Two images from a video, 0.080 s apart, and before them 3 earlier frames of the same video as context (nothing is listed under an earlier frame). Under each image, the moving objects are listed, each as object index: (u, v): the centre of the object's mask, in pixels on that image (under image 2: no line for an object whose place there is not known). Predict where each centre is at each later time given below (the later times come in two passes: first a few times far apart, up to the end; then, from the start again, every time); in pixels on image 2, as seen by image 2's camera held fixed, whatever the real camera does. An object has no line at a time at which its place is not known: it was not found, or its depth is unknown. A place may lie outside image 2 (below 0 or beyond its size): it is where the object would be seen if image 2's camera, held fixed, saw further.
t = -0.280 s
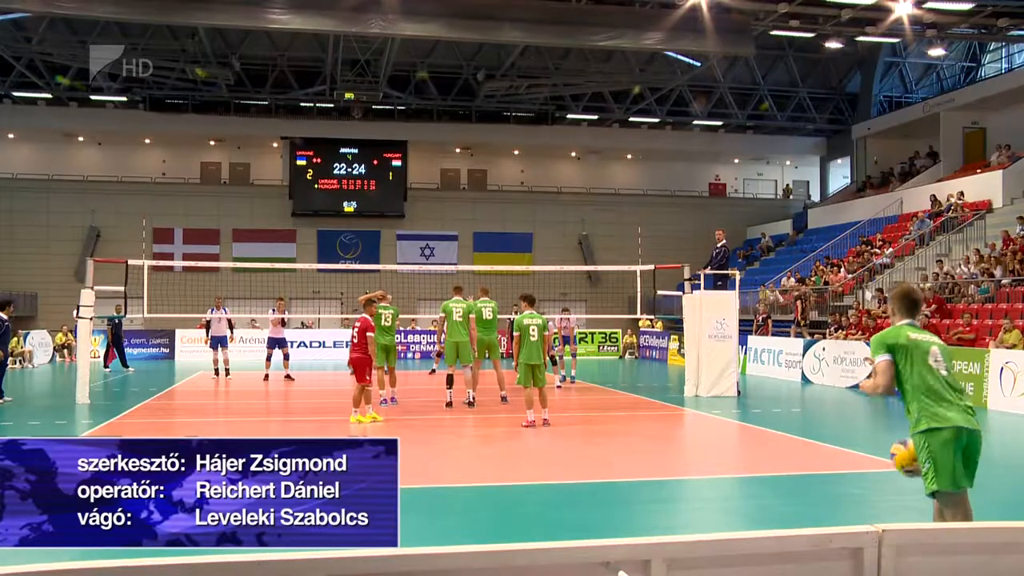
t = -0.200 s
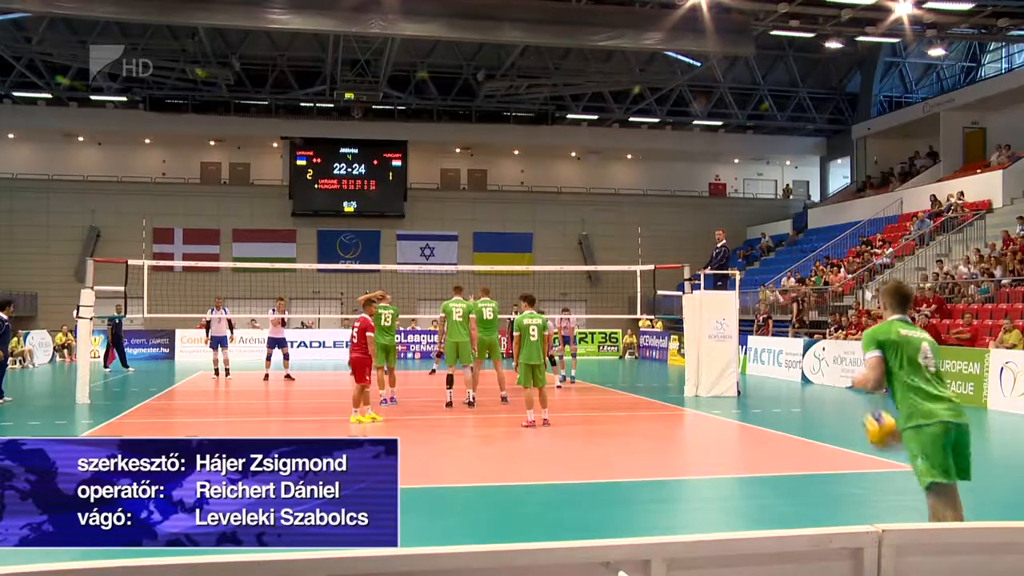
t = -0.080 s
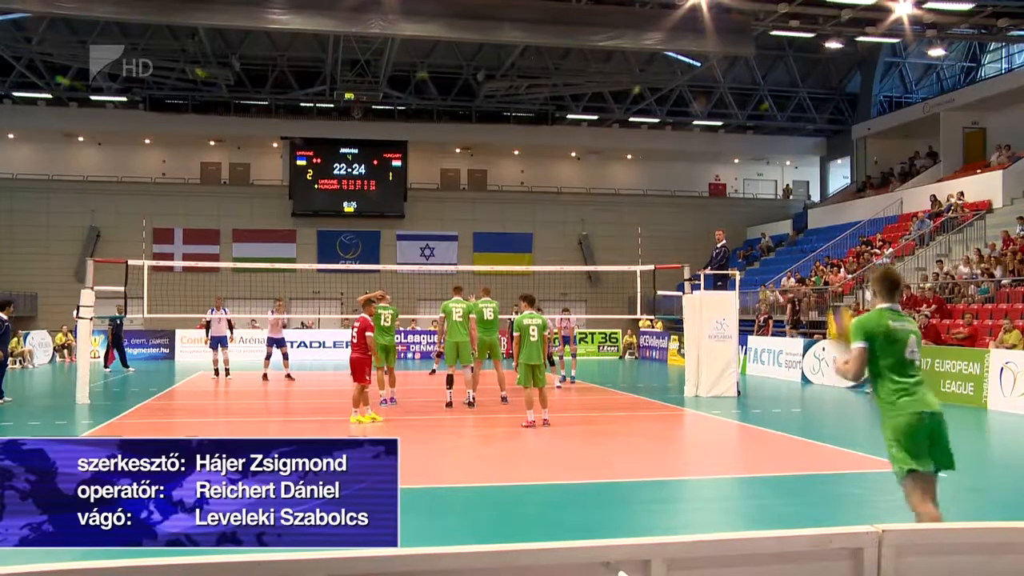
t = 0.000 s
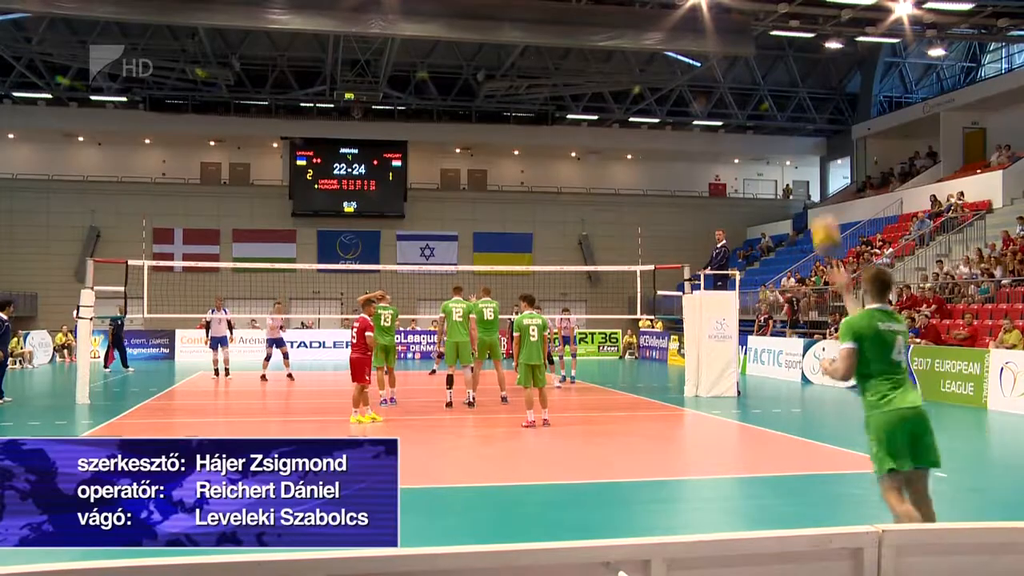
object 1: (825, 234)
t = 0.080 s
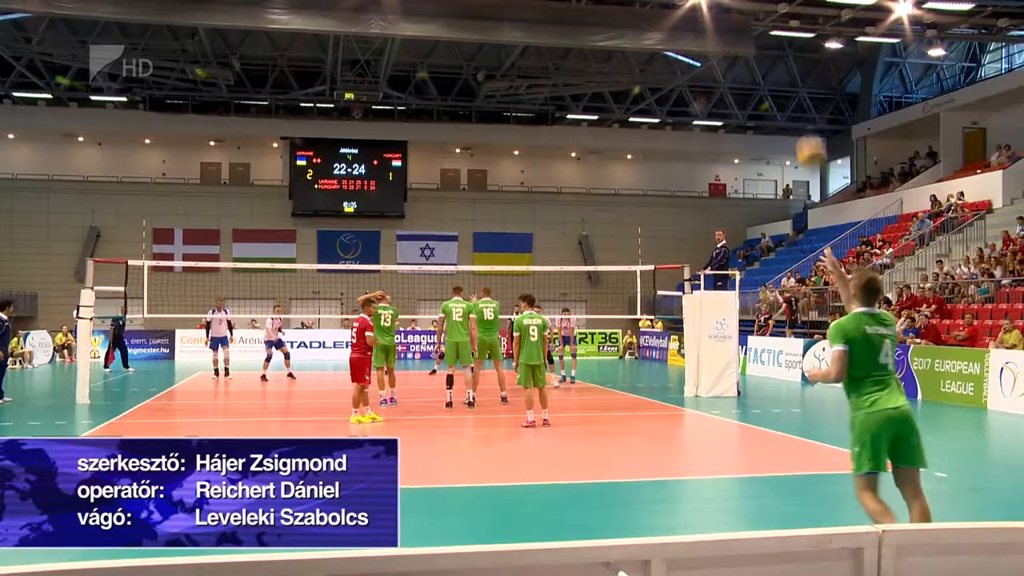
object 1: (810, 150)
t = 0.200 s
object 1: (791, 56)
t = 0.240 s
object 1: (784, 29)
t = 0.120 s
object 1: (804, 118)
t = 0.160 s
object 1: (797, 86)
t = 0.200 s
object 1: (791, 56)
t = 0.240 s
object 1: (784, 29)
